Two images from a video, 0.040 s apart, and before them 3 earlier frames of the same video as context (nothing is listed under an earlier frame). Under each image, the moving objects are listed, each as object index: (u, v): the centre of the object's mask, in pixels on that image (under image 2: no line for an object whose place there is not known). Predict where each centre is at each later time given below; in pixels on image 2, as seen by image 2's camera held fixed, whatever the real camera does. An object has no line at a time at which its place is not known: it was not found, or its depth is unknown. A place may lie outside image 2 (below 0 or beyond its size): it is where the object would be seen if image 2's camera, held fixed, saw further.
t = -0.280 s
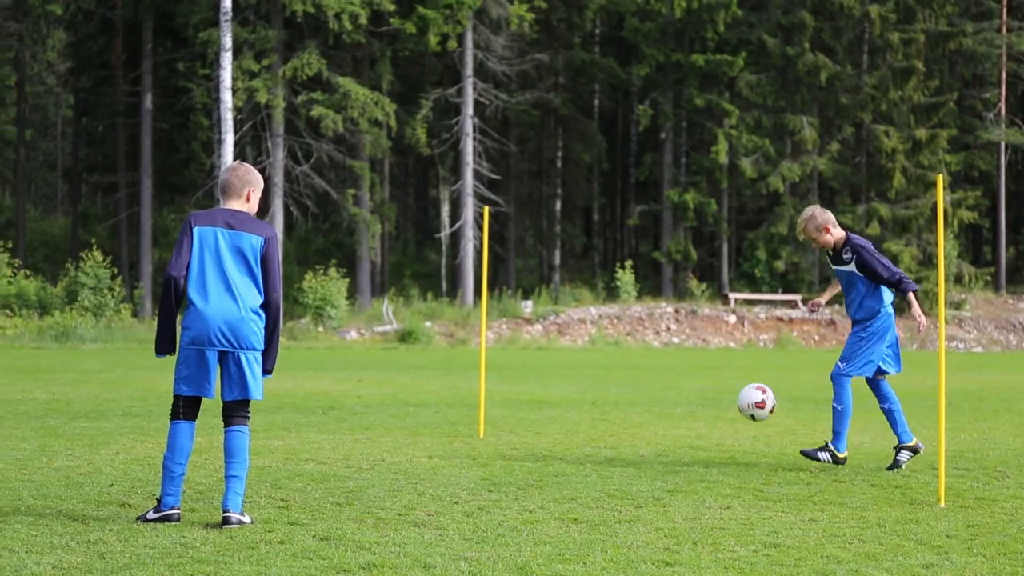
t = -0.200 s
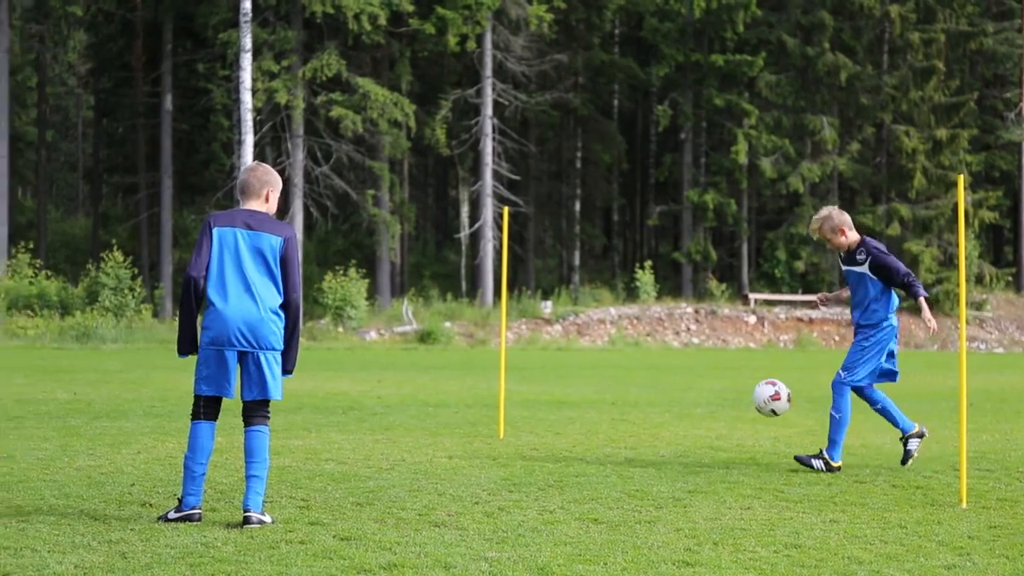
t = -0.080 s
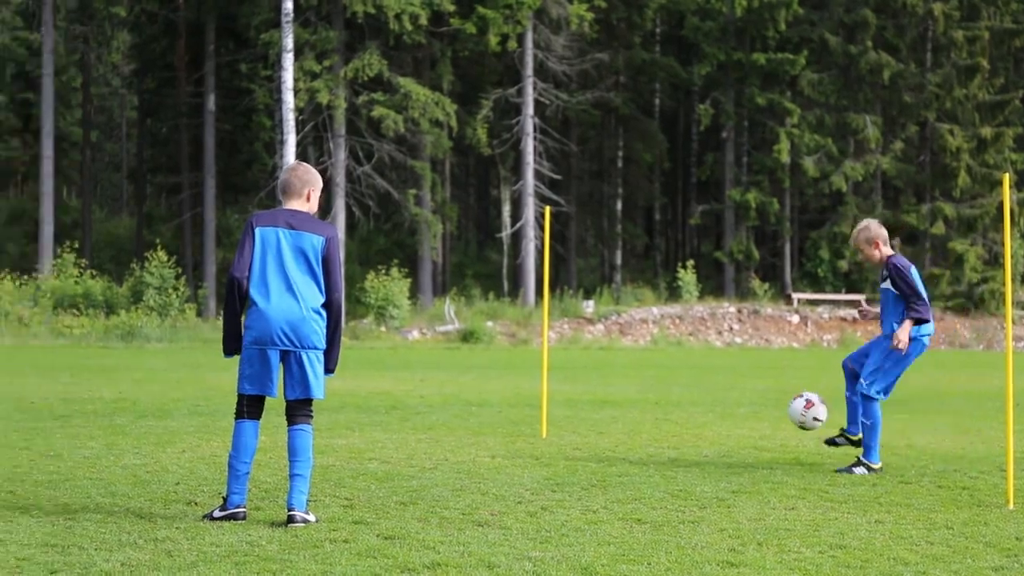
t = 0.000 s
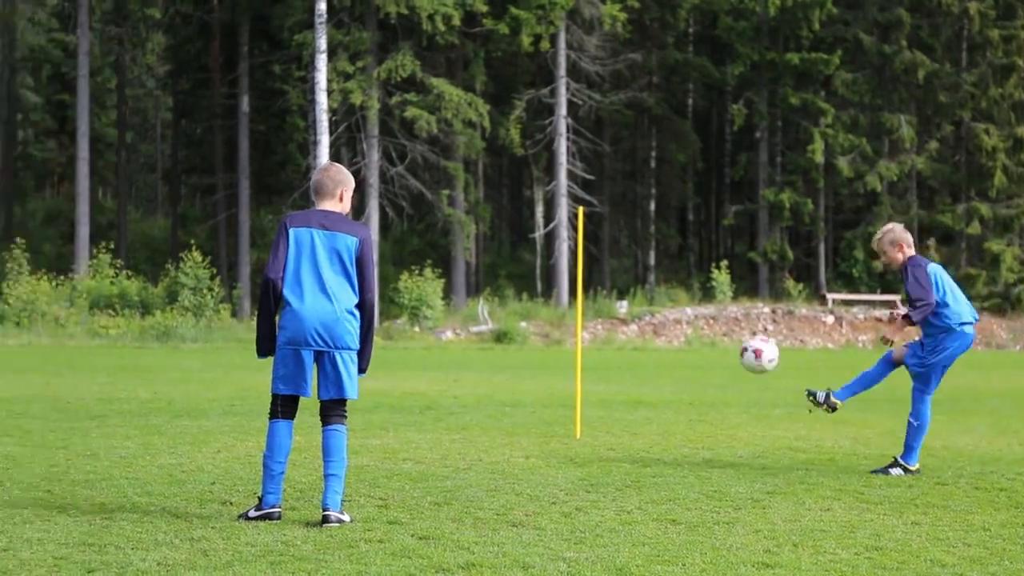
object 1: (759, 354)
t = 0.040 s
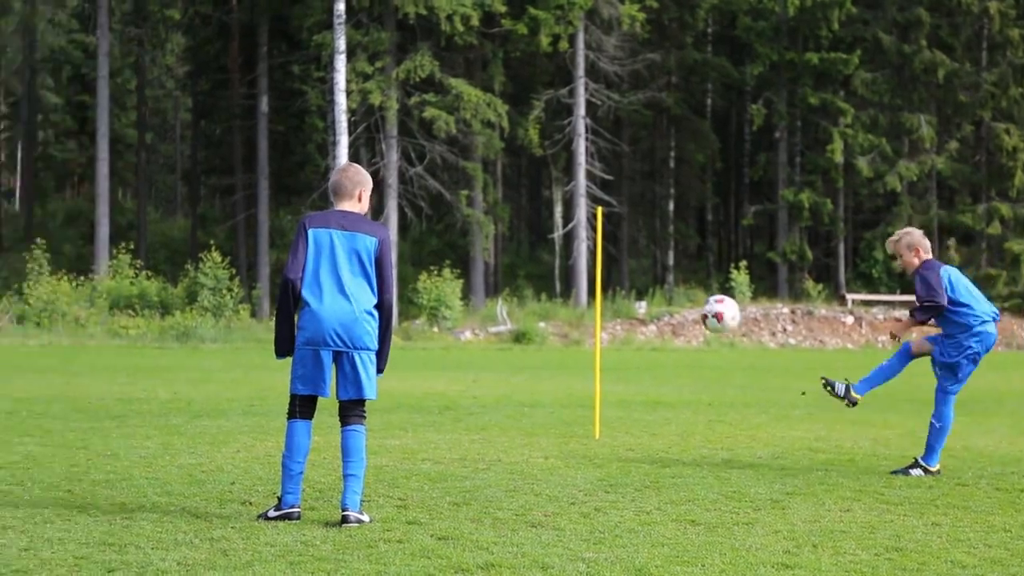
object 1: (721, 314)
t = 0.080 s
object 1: (661, 274)
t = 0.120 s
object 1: (601, 237)
